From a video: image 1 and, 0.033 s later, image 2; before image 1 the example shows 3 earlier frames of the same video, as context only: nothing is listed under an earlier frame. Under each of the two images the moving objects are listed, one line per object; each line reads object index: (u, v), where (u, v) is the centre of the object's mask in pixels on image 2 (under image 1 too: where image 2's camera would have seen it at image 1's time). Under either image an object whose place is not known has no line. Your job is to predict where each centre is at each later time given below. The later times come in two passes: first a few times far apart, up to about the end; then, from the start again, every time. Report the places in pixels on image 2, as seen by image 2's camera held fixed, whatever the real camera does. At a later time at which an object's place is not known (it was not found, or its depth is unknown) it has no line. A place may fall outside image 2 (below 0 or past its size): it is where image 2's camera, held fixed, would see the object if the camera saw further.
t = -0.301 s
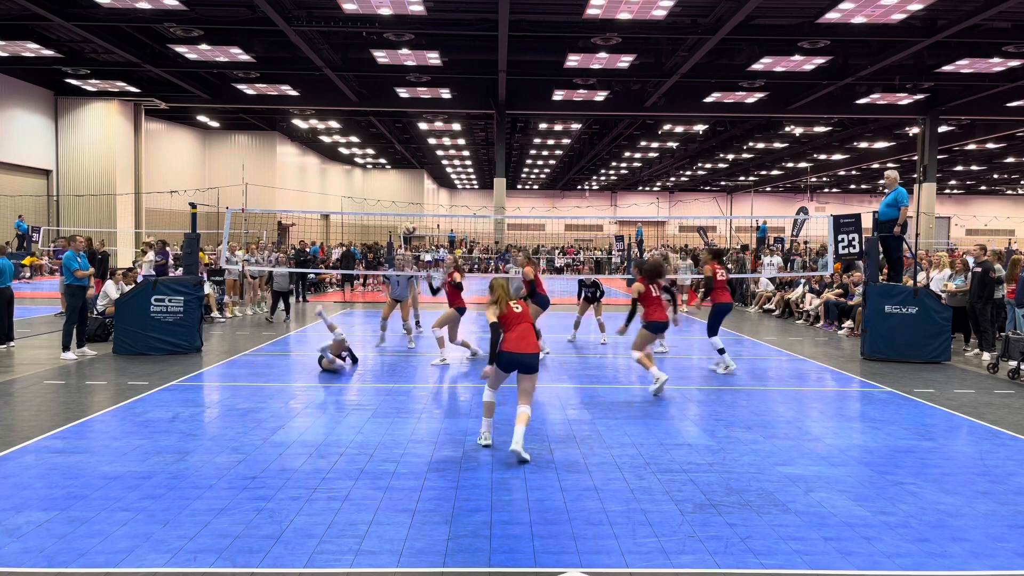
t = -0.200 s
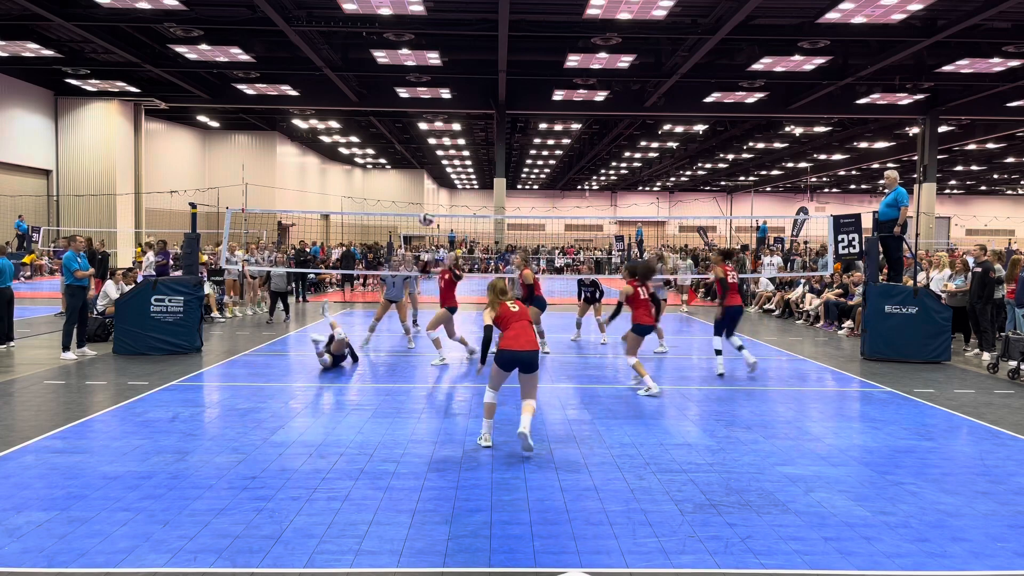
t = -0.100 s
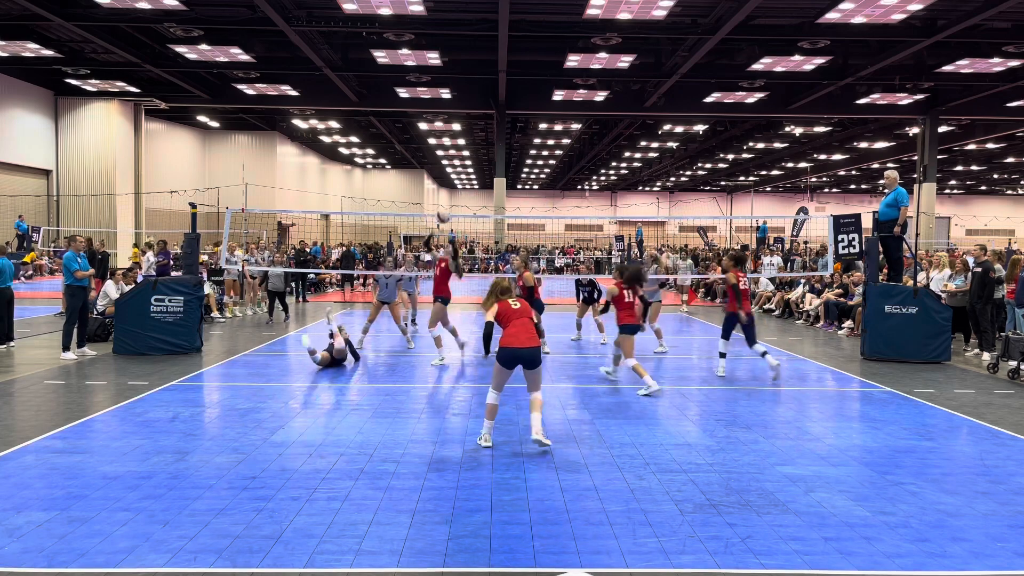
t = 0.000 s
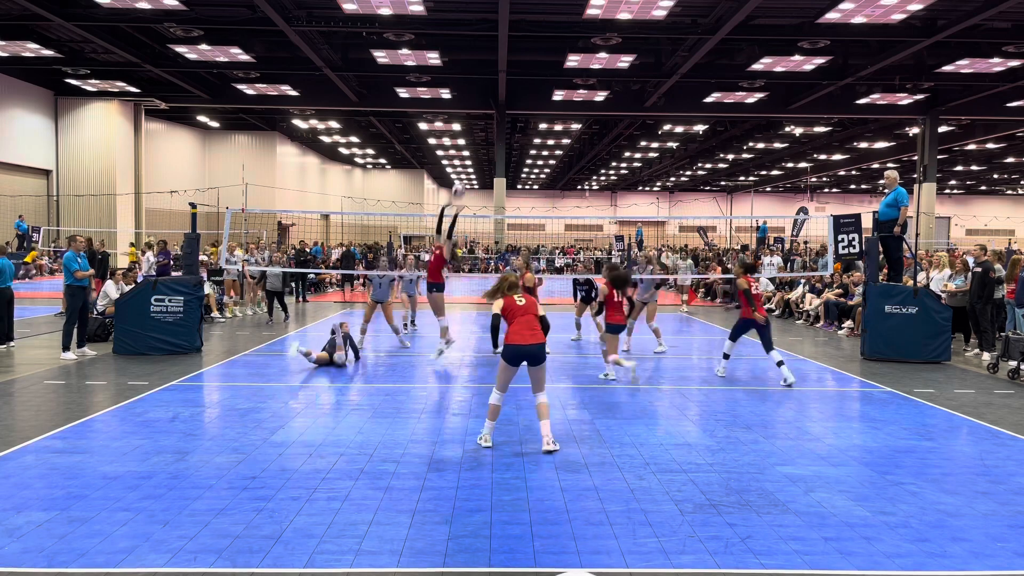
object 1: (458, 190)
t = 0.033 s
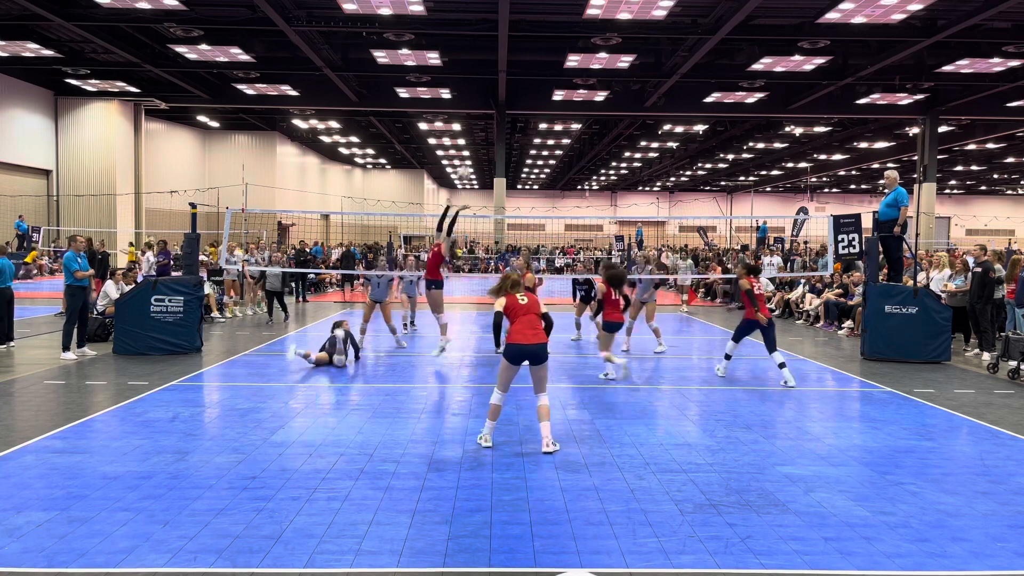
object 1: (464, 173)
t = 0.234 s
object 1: (493, 94)
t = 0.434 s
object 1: (523, 40)
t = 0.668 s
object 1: (560, 20)
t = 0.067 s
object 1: (470, 158)
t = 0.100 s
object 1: (474, 145)
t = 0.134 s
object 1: (479, 132)
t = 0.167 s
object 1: (485, 120)
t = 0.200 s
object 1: (489, 108)
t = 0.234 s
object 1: (493, 94)
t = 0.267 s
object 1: (498, 82)
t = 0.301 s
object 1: (503, 72)
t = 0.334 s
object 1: (507, 65)
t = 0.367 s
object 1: (513, 59)
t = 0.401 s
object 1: (519, 44)
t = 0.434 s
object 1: (523, 40)
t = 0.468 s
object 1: (530, 37)
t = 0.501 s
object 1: (533, 33)
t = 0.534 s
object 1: (540, 29)
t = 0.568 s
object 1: (544, 26)
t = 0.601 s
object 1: (550, 23)
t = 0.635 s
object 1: (554, 21)
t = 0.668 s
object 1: (560, 20)
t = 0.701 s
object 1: (565, 20)
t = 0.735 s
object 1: (572, 20)
